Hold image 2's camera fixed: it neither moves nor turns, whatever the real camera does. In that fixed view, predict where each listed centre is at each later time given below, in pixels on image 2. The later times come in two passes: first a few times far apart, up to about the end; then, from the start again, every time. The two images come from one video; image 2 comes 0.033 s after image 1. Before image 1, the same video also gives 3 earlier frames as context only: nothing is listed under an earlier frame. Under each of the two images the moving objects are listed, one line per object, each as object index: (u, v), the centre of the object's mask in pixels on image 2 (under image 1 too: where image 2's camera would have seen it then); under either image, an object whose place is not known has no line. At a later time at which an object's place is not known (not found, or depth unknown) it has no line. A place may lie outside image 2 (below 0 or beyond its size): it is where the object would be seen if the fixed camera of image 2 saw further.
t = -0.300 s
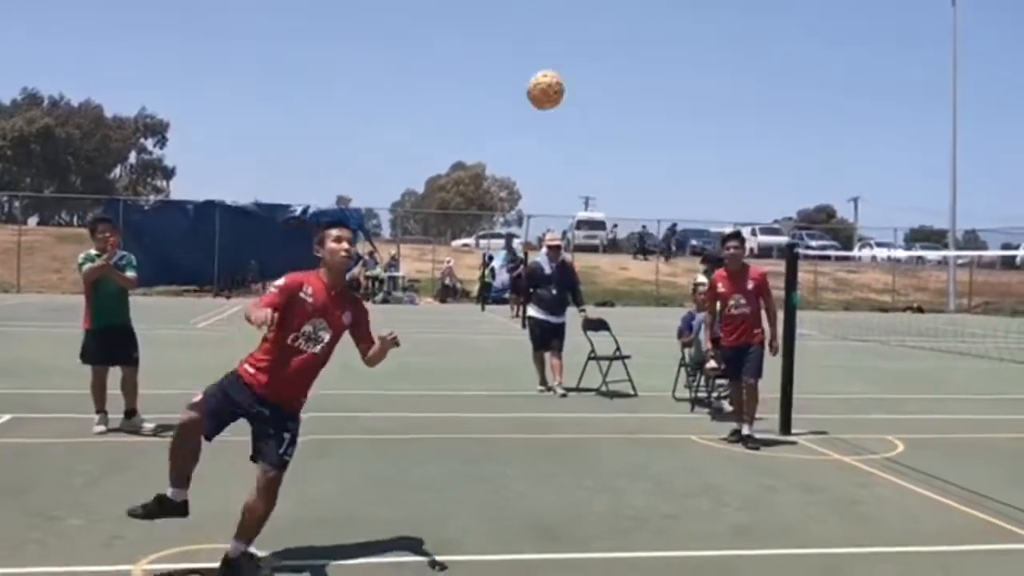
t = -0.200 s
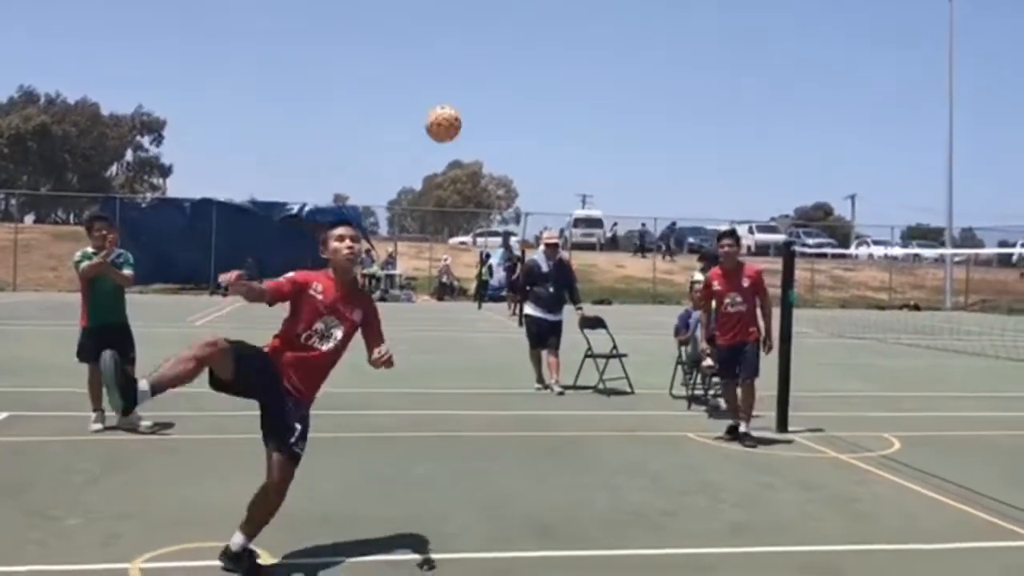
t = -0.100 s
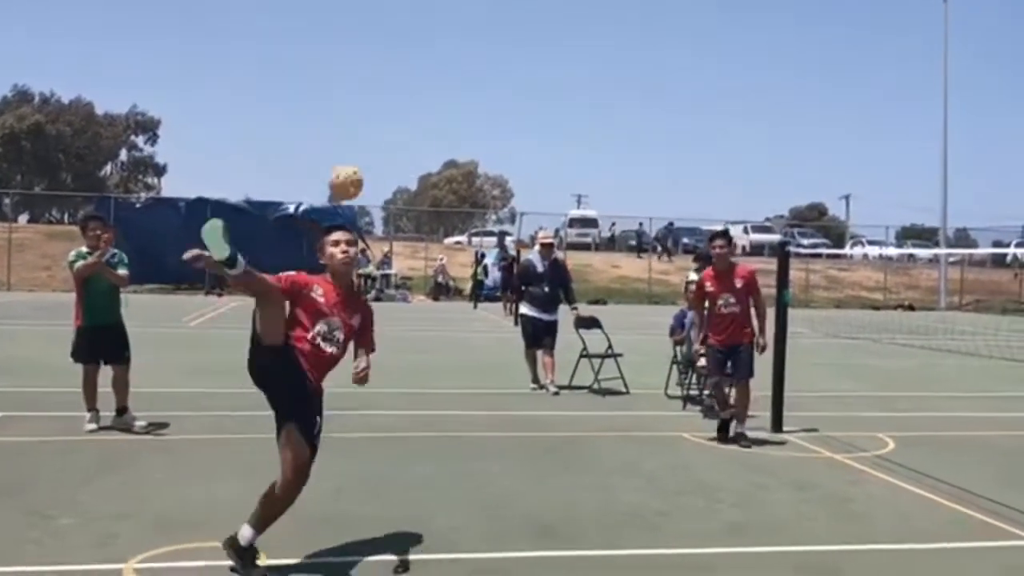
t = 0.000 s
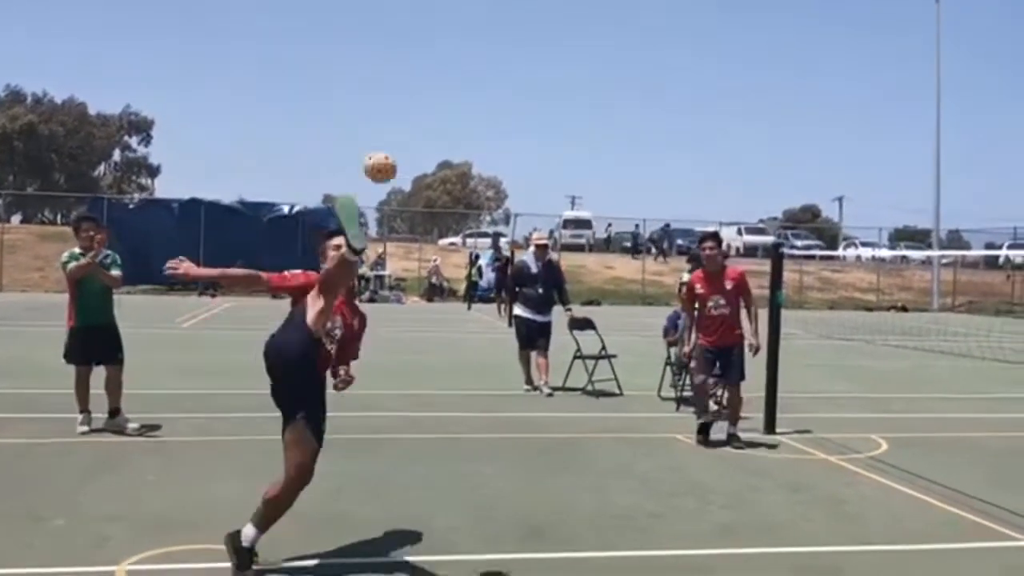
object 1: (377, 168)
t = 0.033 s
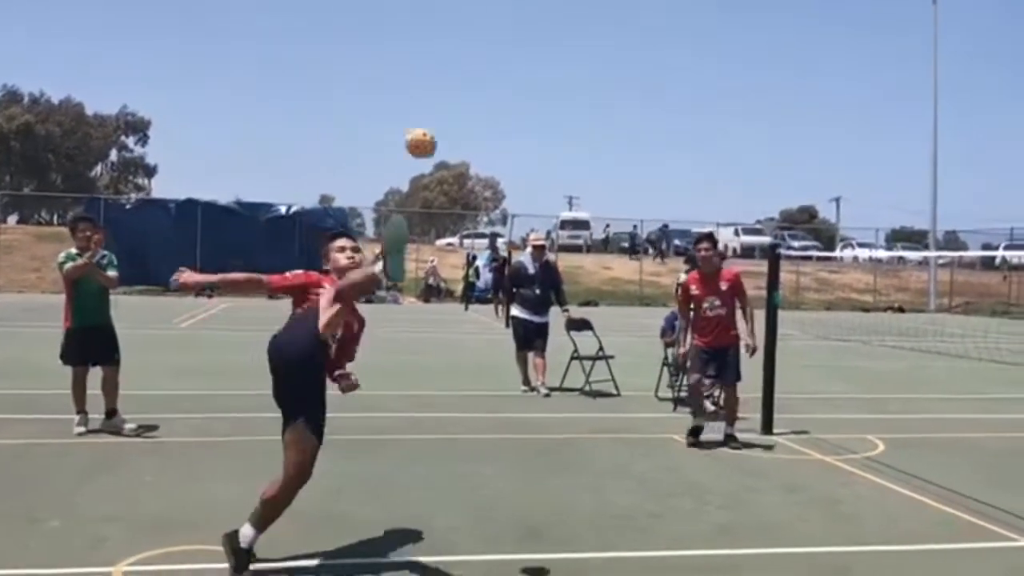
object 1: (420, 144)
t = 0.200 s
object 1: (608, 66)
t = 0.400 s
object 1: (781, 61)
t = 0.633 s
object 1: (931, 146)
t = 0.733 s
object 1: (982, 206)
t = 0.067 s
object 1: (462, 122)
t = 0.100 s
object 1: (501, 104)
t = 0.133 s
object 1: (539, 88)
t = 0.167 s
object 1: (574, 76)
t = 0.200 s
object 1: (608, 66)
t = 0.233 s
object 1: (640, 59)
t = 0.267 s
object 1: (671, 55)
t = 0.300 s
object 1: (700, 53)
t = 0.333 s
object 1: (728, 53)
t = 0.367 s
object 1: (755, 56)
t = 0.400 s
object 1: (781, 61)
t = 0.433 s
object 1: (805, 68)
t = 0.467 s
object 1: (828, 76)
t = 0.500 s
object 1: (850, 87)
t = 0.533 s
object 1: (872, 99)
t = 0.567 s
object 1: (893, 113)
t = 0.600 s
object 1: (912, 129)
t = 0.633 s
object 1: (931, 146)
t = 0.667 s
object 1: (949, 164)
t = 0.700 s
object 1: (965, 184)
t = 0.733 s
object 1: (982, 206)
